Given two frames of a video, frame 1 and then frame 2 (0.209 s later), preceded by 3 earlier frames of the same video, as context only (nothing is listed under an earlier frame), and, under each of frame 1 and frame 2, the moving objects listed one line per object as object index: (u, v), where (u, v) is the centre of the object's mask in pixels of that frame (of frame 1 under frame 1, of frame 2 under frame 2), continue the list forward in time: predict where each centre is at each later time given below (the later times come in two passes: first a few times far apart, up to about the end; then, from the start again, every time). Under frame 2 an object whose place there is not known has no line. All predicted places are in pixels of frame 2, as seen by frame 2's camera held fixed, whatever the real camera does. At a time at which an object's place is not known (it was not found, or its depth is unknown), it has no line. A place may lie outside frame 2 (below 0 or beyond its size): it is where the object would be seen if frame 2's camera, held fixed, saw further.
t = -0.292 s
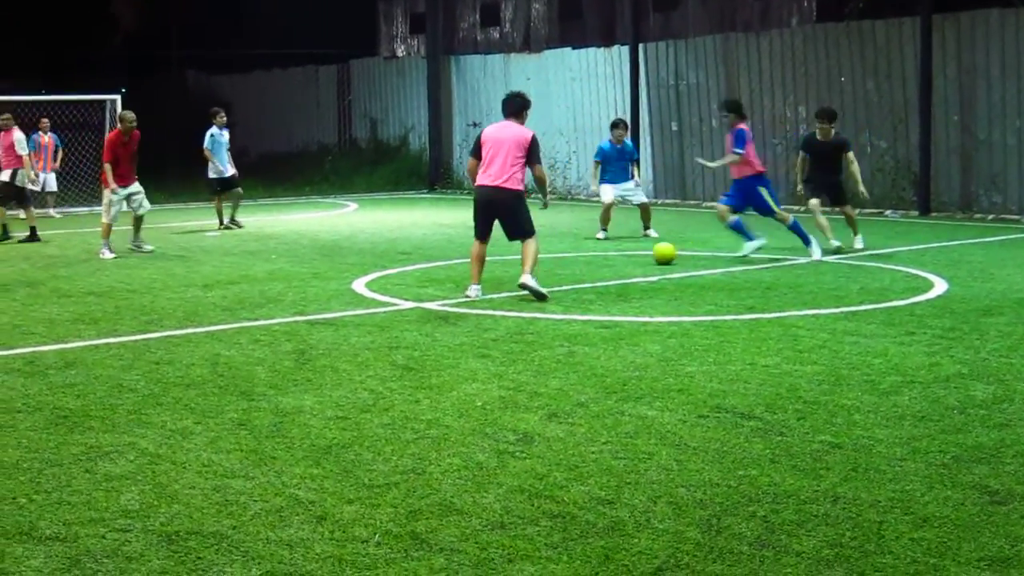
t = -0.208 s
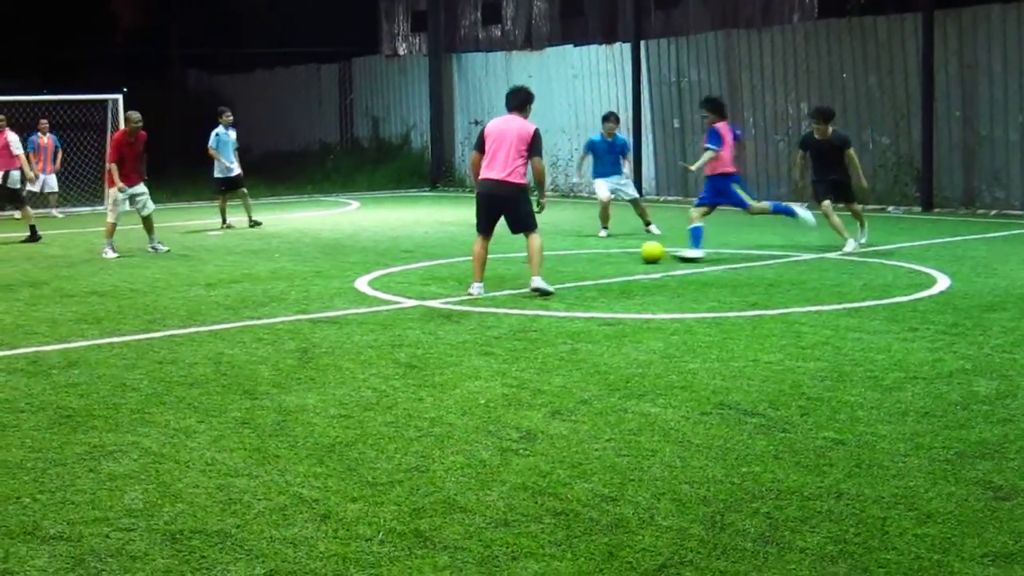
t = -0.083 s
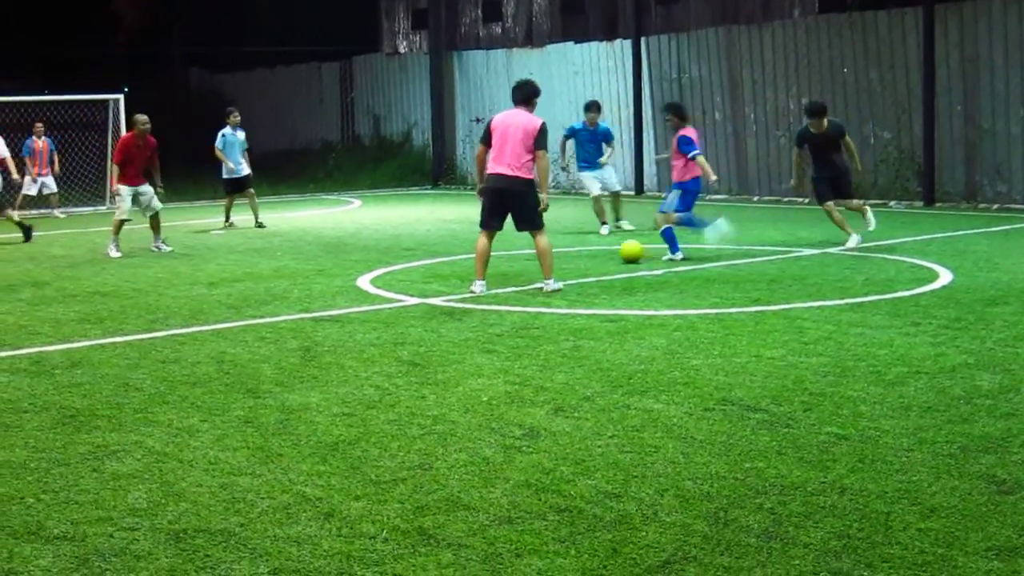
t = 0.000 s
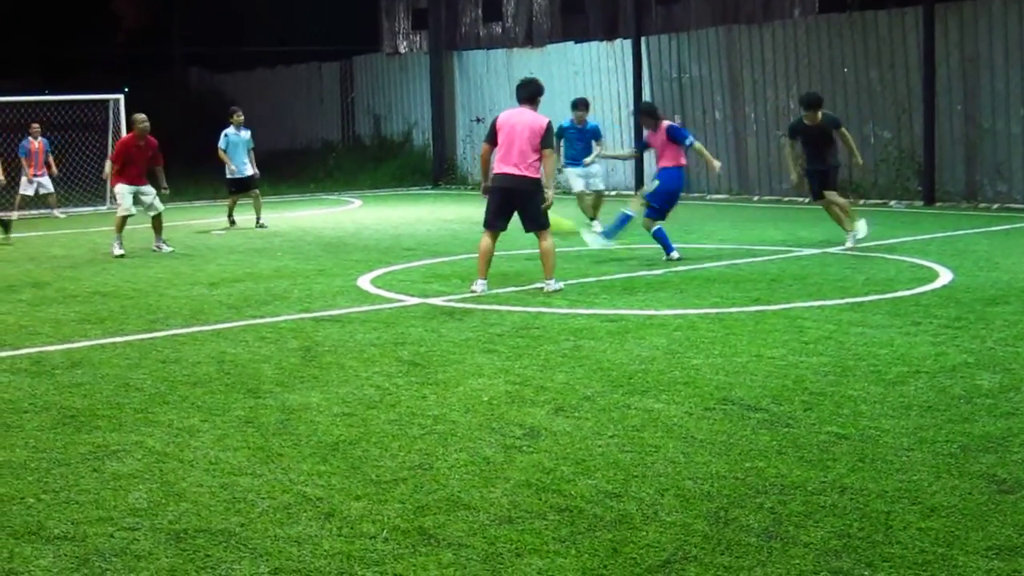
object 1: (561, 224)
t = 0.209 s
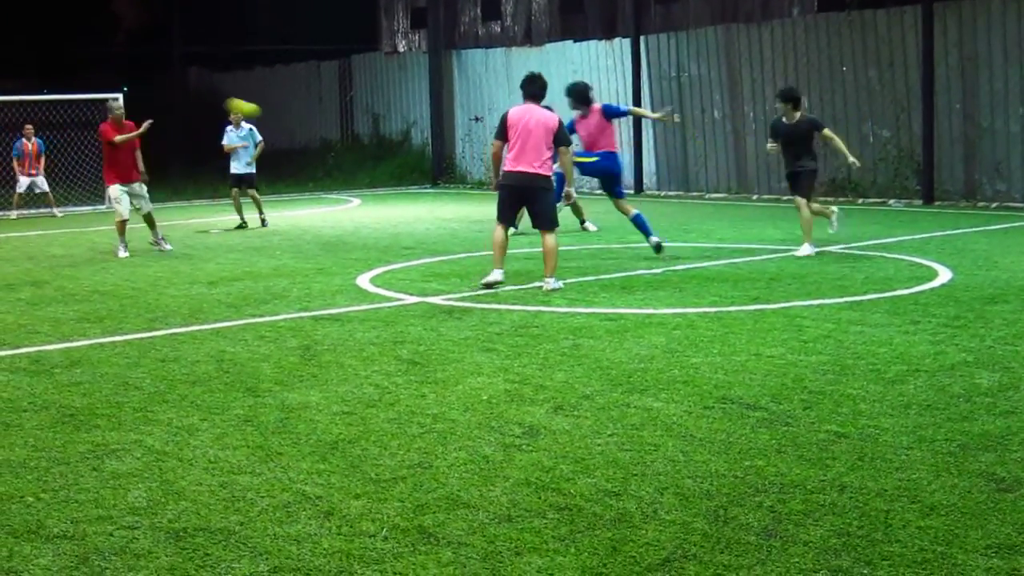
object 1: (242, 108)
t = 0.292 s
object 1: (150, 79)
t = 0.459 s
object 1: (6, 41)
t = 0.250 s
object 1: (194, 93)
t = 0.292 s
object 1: (150, 79)
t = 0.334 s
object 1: (110, 68)
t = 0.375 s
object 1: (73, 58)
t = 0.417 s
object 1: (39, 49)
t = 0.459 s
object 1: (6, 41)
